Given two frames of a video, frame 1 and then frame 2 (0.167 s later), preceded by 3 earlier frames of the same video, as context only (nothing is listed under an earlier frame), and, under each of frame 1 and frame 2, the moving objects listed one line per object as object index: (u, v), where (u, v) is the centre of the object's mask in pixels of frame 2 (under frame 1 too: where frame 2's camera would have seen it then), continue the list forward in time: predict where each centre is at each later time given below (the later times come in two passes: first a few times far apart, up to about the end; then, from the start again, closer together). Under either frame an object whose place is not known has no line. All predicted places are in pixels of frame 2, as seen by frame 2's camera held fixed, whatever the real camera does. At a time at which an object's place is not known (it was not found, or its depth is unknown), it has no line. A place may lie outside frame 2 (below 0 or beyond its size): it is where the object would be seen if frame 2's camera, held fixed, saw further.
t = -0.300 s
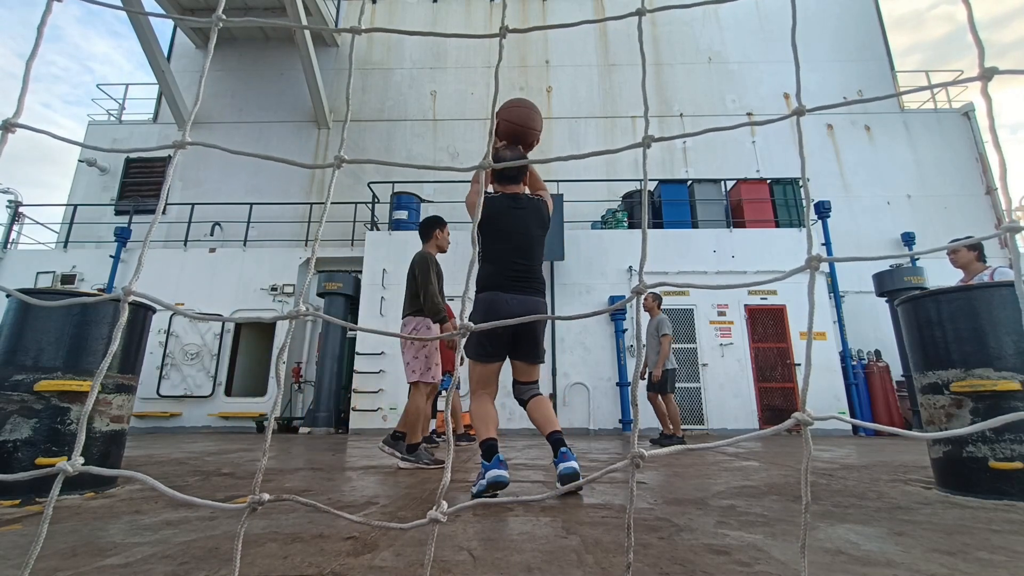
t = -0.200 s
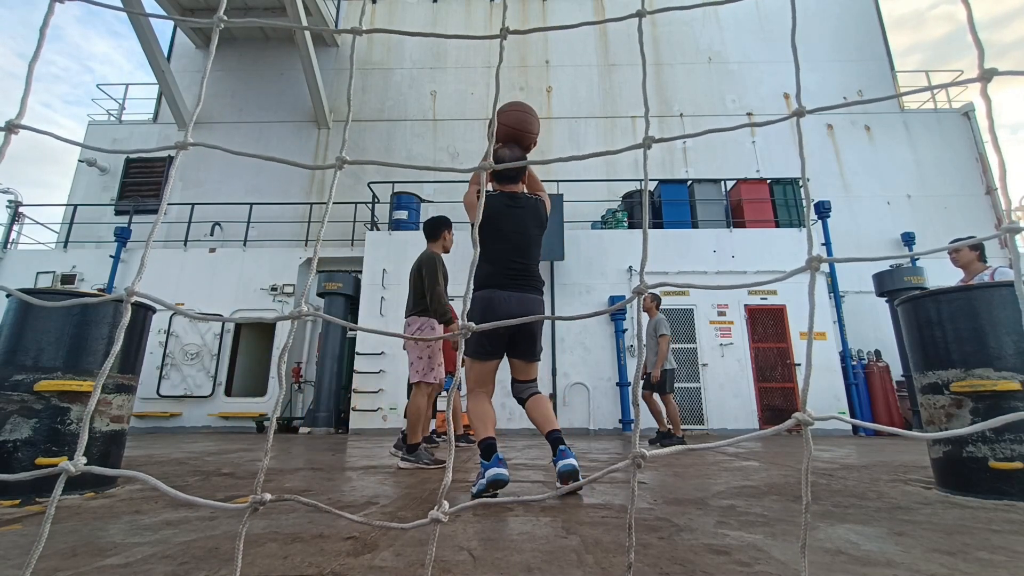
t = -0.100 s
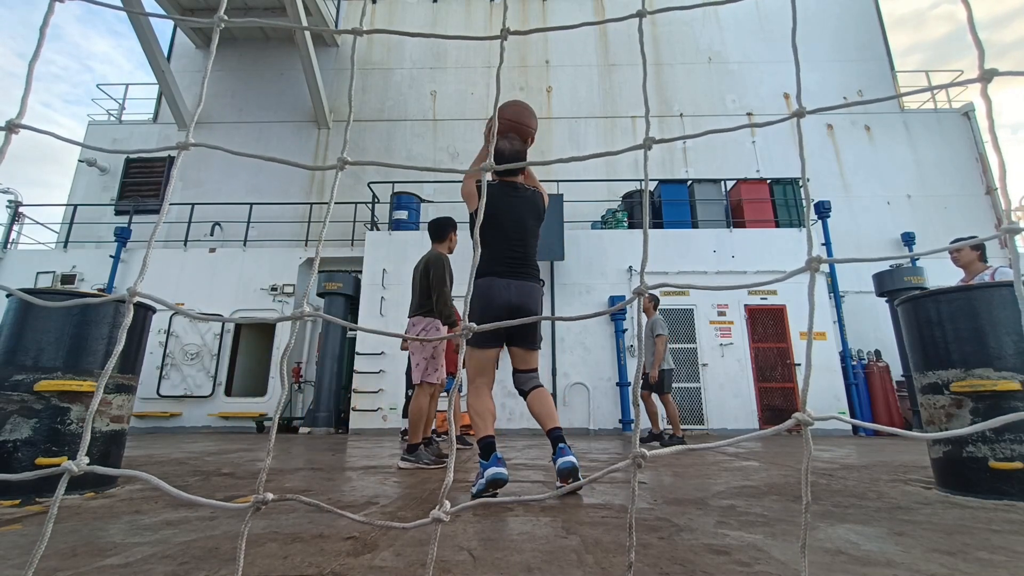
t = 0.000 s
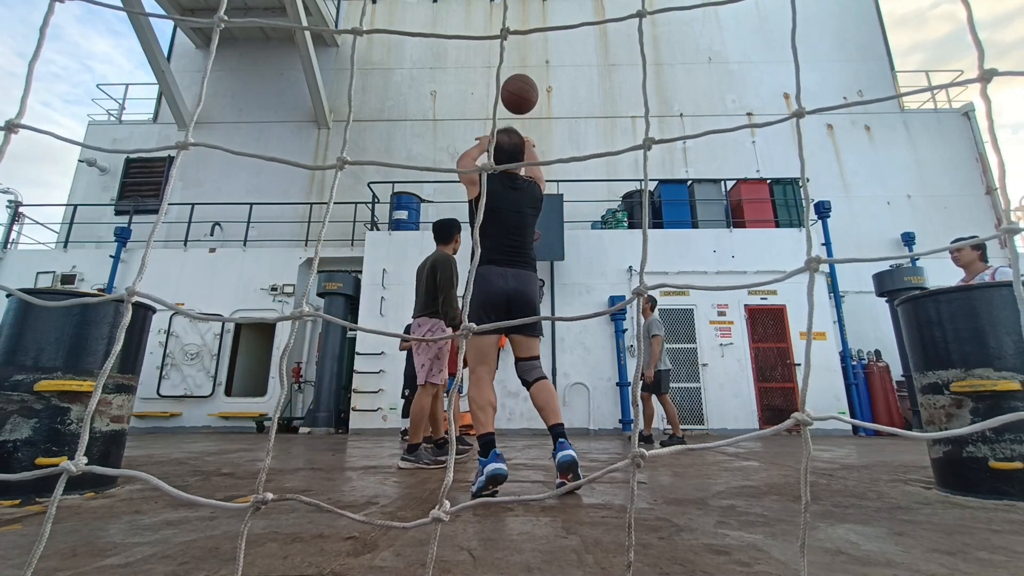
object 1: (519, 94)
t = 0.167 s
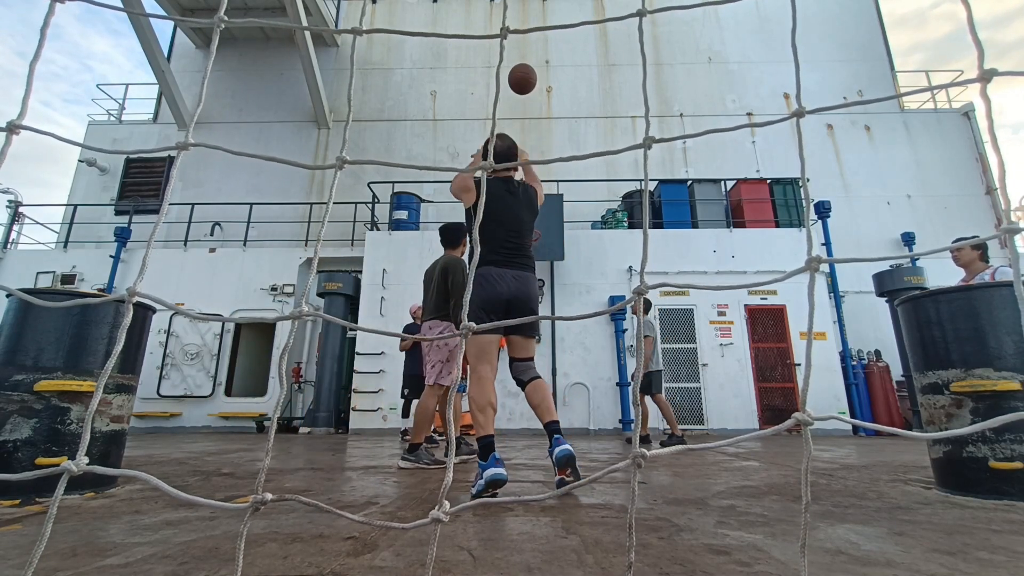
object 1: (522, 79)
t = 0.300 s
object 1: (524, 88)
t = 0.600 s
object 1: (525, 146)
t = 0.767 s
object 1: (526, 193)
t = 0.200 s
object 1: (523, 80)
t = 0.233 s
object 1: (523, 82)
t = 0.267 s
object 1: (523, 85)
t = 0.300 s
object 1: (524, 88)
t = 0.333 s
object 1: (524, 93)
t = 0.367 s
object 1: (524, 97)
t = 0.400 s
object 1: (524, 103)
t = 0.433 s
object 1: (524, 109)
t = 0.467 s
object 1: (524, 116)
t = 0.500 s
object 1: (525, 123)
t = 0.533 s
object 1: (525, 130)
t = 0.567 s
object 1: (525, 138)
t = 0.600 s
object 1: (525, 146)
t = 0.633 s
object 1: (525, 153)
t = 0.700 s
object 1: (525, 173)
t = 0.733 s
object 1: (526, 183)
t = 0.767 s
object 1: (526, 193)
